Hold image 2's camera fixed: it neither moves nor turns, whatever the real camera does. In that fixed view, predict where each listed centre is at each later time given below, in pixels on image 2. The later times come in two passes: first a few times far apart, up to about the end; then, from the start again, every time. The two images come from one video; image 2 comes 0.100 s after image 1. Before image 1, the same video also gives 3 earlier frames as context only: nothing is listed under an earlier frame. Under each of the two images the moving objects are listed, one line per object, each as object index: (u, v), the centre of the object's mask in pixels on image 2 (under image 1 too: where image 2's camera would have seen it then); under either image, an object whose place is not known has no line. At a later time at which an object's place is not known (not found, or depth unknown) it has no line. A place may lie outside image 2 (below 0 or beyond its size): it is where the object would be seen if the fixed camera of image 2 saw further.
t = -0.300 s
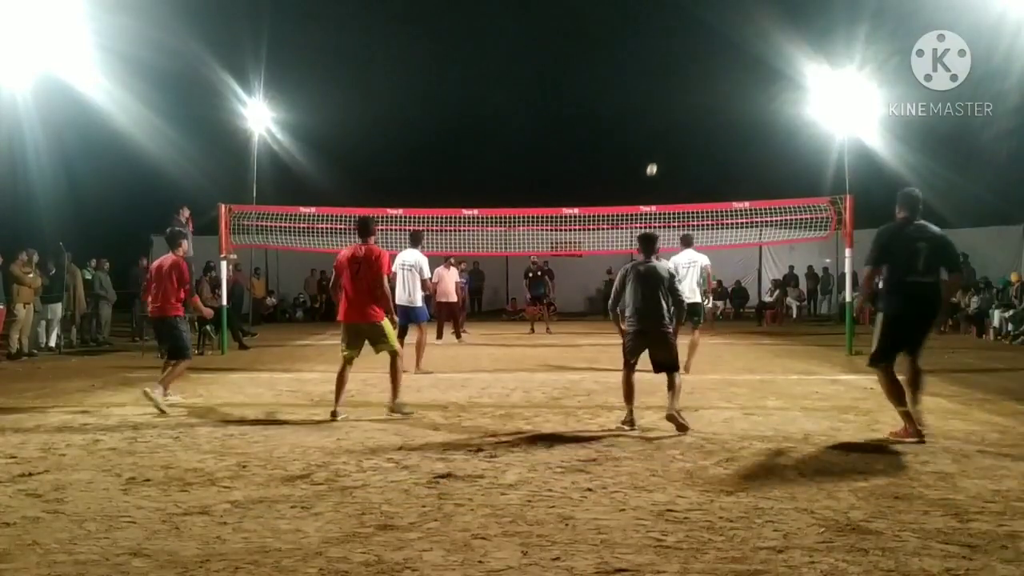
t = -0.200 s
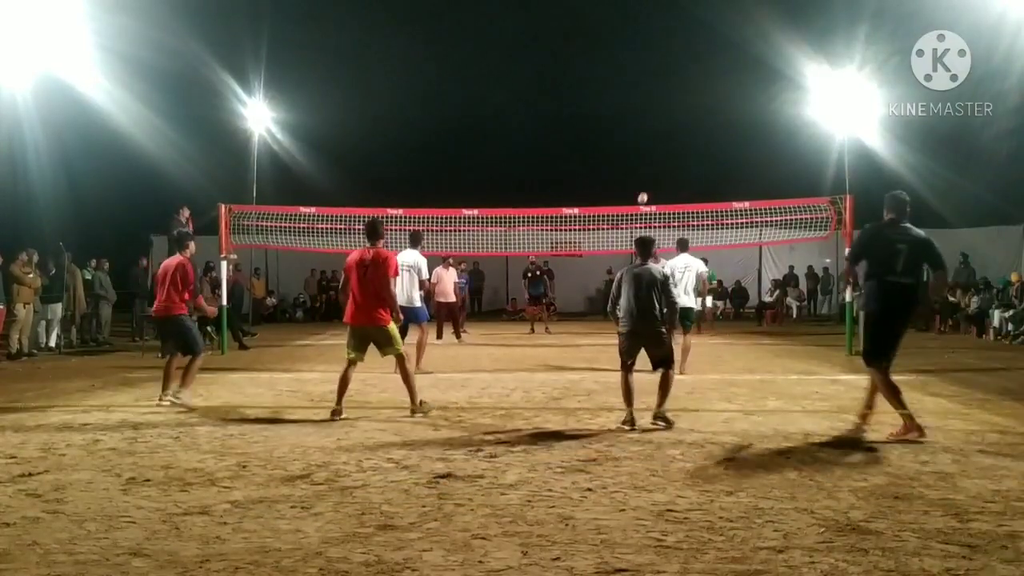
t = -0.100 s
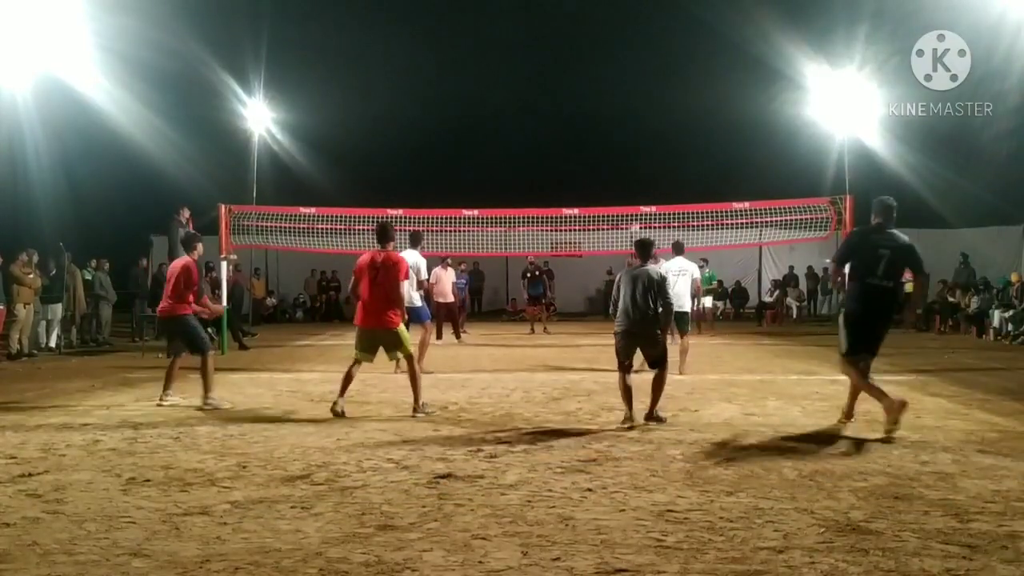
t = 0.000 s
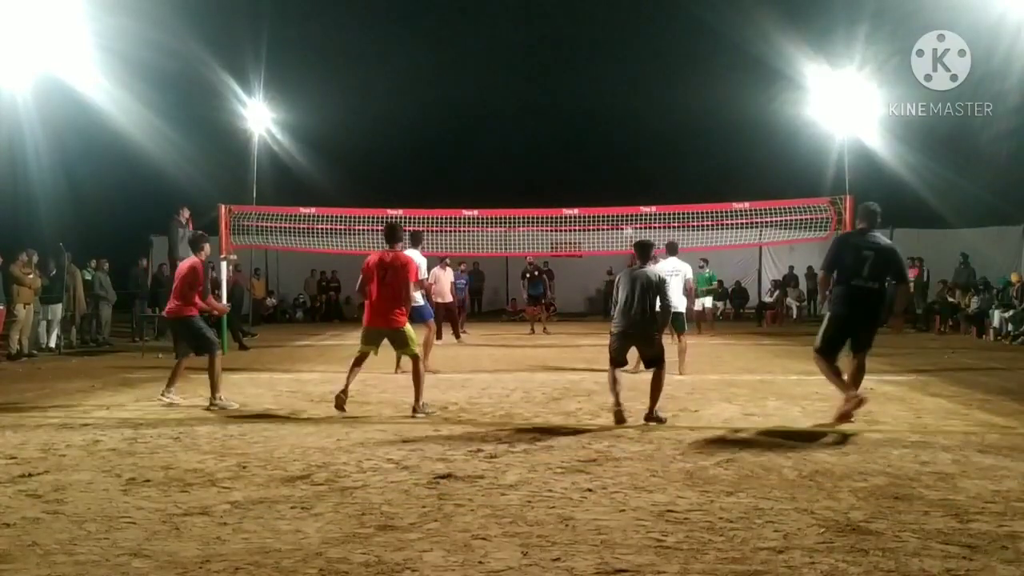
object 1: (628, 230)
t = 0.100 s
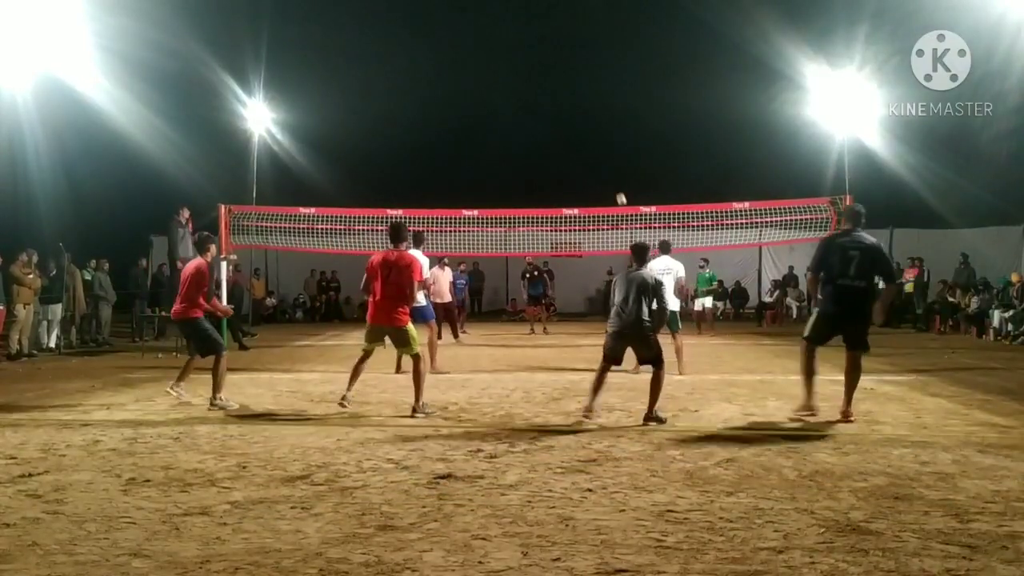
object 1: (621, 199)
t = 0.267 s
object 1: (607, 151)
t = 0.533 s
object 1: (577, 90)
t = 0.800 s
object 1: (533, 62)
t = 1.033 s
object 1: (479, 79)
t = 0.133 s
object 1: (619, 189)
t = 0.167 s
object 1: (616, 179)
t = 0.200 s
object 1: (613, 169)
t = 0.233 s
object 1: (610, 160)
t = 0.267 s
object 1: (607, 151)
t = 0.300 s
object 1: (604, 142)
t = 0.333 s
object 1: (600, 134)
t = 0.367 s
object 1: (597, 126)
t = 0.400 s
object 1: (594, 118)
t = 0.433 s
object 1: (590, 110)
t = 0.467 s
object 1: (586, 103)
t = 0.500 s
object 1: (581, 96)
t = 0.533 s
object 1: (577, 90)
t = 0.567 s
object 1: (572, 85)
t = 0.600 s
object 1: (567, 80)
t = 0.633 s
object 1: (562, 75)
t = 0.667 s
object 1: (557, 71)
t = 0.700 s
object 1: (551, 68)
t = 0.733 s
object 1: (545, 65)
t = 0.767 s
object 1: (539, 63)
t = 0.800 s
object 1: (533, 62)
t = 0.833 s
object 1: (526, 62)
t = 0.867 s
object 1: (519, 62)
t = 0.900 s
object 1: (512, 63)
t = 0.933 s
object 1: (504, 65)
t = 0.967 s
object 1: (496, 69)
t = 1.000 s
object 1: (488, 73)
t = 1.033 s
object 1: (479, 79)
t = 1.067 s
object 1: (470, 86)
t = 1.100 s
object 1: (461, 94)
